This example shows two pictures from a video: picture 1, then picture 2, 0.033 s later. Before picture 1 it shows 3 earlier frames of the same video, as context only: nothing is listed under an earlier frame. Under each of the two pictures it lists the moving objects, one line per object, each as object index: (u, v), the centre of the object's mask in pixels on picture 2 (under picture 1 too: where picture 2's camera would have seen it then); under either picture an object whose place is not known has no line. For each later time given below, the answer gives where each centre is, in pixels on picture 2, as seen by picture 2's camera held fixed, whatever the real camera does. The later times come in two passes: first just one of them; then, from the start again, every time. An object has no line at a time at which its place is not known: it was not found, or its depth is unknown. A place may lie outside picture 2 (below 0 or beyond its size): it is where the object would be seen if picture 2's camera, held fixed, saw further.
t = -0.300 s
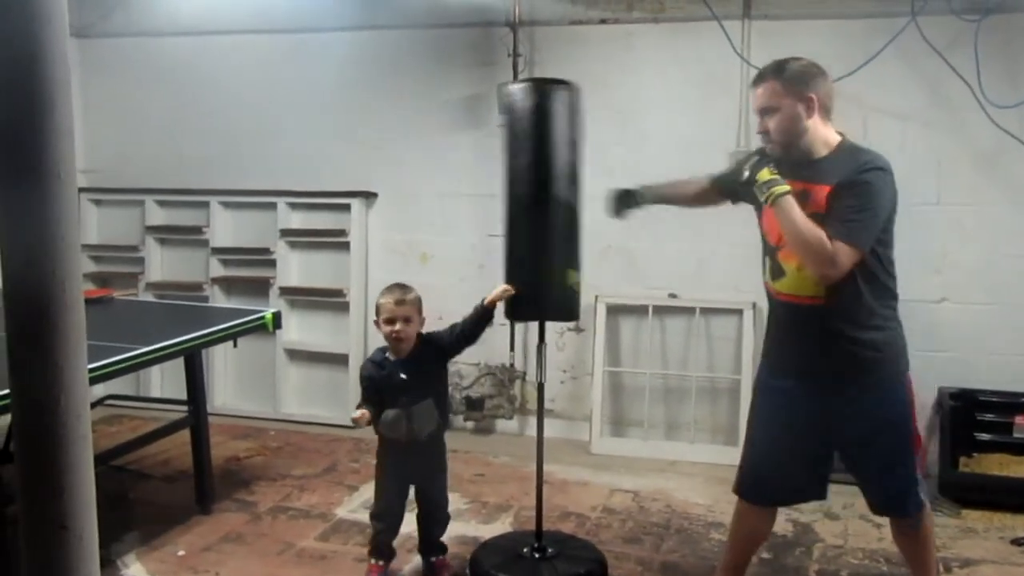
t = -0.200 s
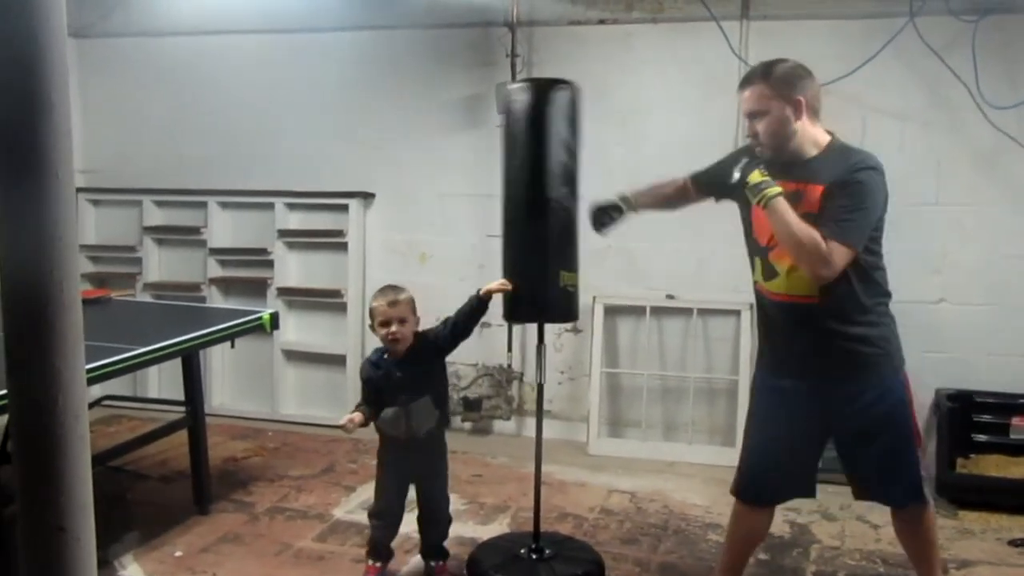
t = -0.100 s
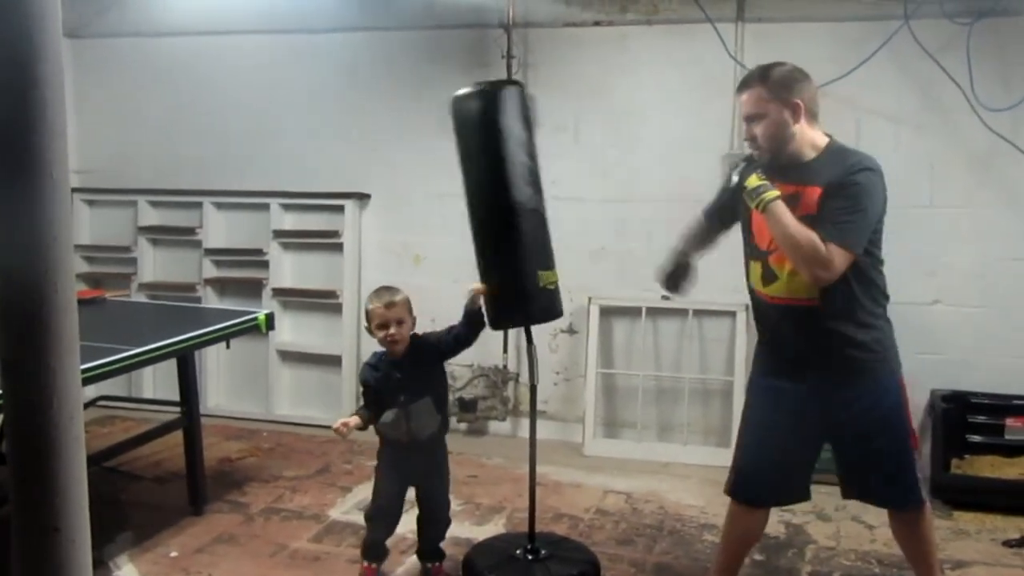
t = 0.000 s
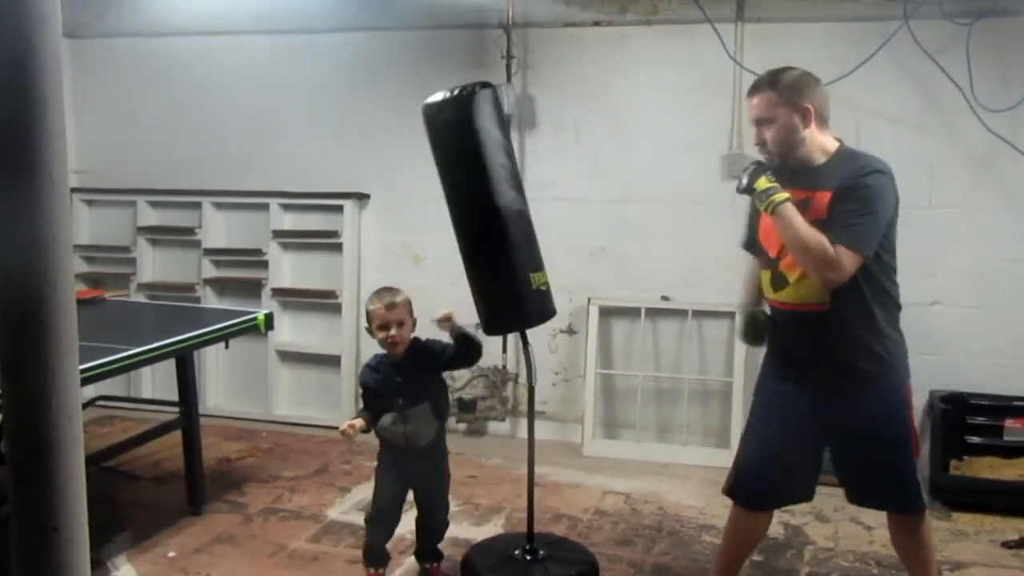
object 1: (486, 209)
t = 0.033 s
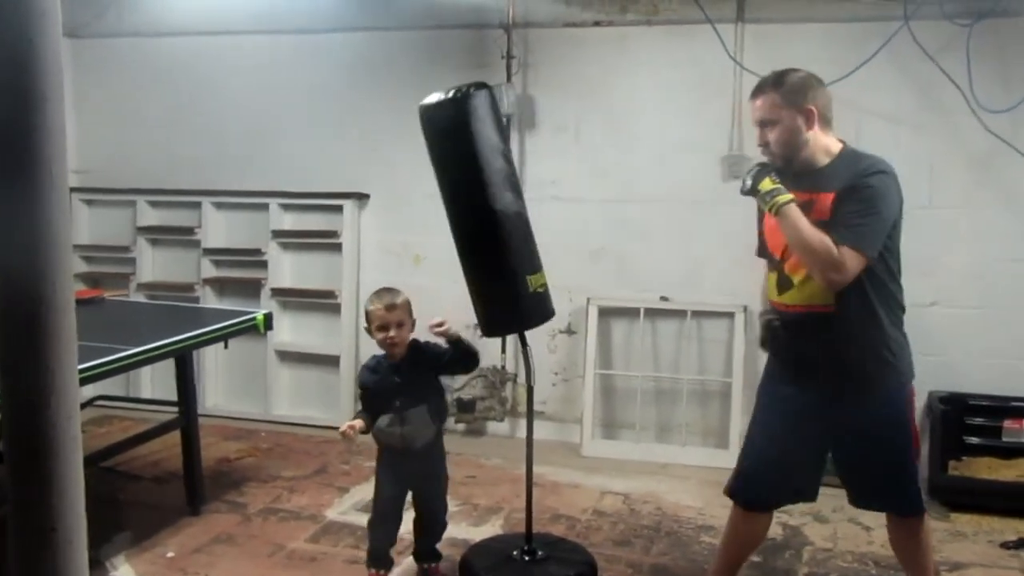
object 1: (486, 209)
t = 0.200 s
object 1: (504, 209)
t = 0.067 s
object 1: (486, 211)
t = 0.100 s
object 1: (487, 211)
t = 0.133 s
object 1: (490, 210)
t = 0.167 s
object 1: (496, 209)
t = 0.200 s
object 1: (504, 209)
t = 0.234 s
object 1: (513, 208)
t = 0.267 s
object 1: (523, 207)
